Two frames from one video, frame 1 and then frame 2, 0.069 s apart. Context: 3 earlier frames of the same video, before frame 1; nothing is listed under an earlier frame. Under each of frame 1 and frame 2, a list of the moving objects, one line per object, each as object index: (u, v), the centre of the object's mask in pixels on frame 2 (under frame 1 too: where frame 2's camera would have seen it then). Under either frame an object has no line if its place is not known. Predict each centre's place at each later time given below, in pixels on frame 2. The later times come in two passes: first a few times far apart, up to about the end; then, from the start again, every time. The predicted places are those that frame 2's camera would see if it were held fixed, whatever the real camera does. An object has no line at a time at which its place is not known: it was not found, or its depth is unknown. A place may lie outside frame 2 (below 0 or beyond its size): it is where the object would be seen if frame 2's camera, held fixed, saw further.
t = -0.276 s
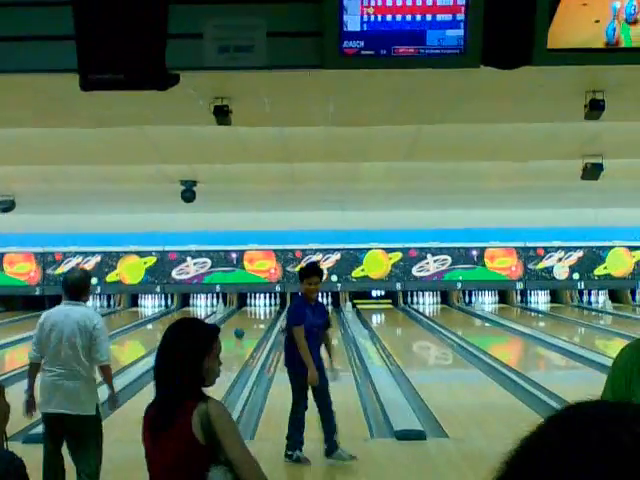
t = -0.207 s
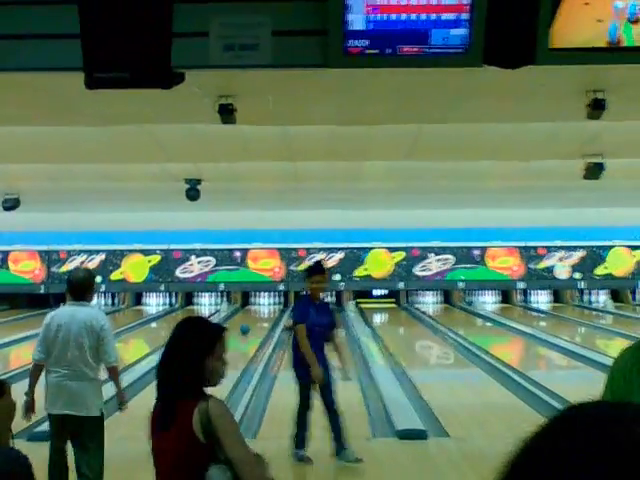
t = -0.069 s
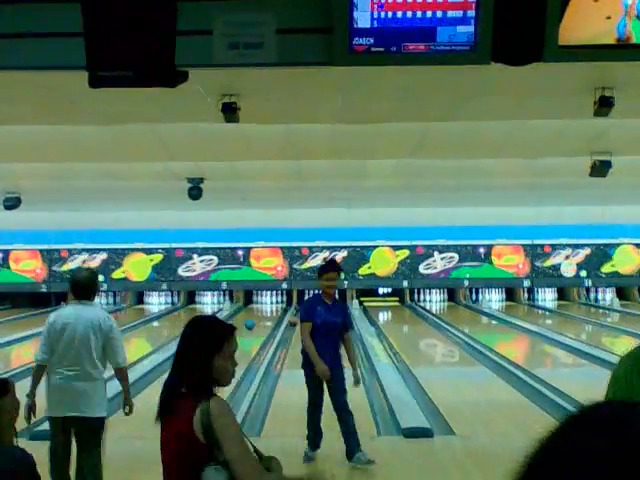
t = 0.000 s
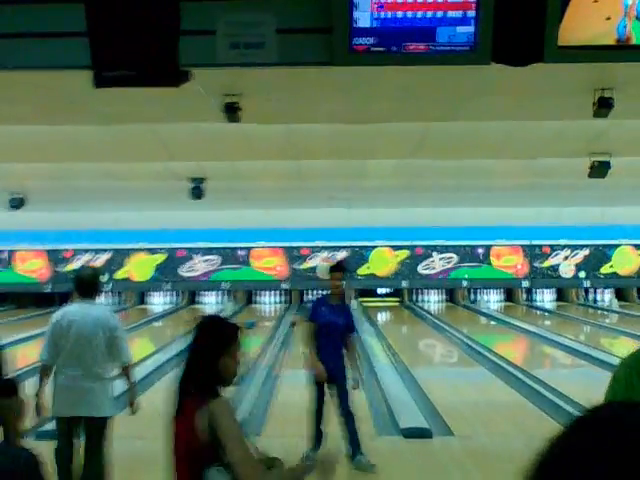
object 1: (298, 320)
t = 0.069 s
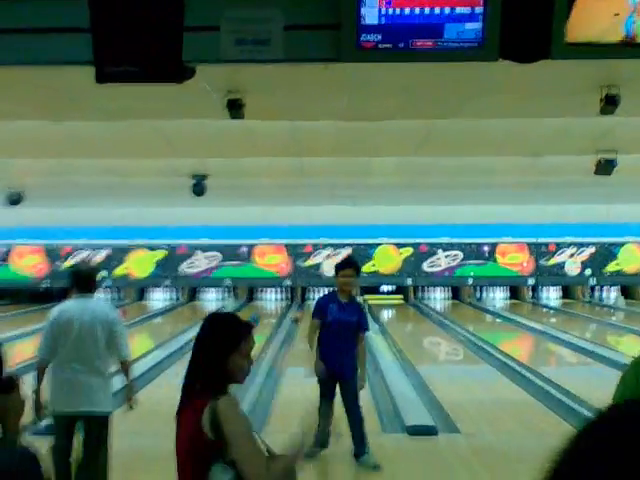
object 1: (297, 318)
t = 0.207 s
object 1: (299, 314)
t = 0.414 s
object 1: (302, 313)
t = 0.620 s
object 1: (304, 309)
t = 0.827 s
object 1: (304, 307)
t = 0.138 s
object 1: (300, 314)
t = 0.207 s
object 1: (299, 314)
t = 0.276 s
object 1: (300, 314)
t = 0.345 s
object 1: (299, 315)
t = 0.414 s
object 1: (302, 313)
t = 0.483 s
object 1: (304, 310)
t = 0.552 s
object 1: (306, 311)
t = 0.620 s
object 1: (304, 309)
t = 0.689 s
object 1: (307, 311)
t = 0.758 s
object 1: (303, 308)
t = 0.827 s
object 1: (304, 307)
